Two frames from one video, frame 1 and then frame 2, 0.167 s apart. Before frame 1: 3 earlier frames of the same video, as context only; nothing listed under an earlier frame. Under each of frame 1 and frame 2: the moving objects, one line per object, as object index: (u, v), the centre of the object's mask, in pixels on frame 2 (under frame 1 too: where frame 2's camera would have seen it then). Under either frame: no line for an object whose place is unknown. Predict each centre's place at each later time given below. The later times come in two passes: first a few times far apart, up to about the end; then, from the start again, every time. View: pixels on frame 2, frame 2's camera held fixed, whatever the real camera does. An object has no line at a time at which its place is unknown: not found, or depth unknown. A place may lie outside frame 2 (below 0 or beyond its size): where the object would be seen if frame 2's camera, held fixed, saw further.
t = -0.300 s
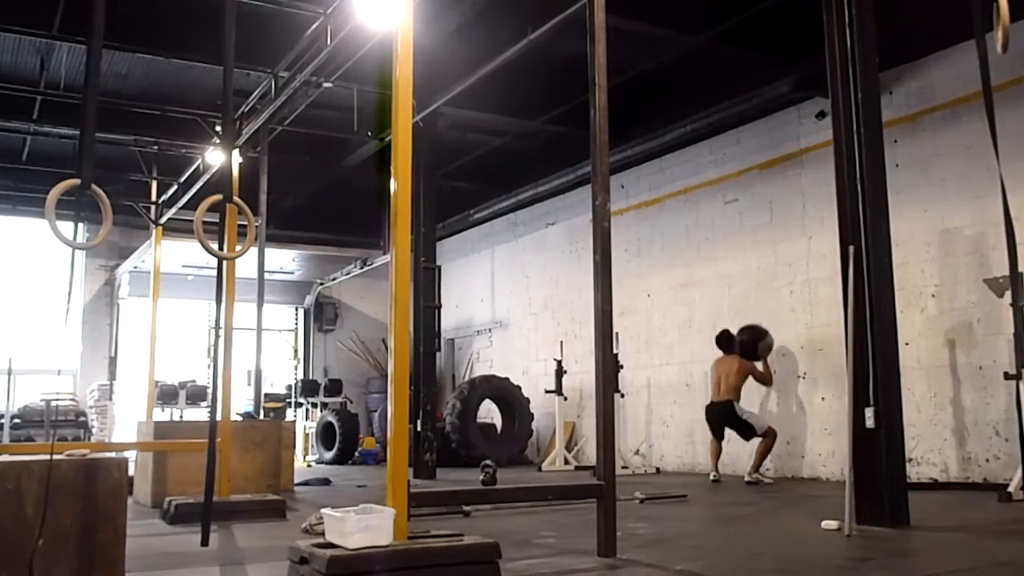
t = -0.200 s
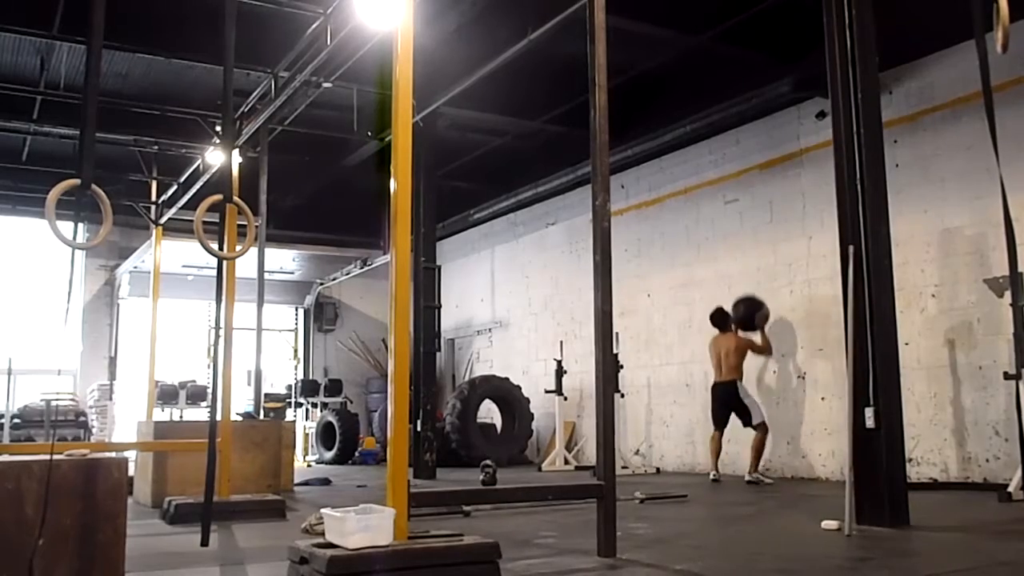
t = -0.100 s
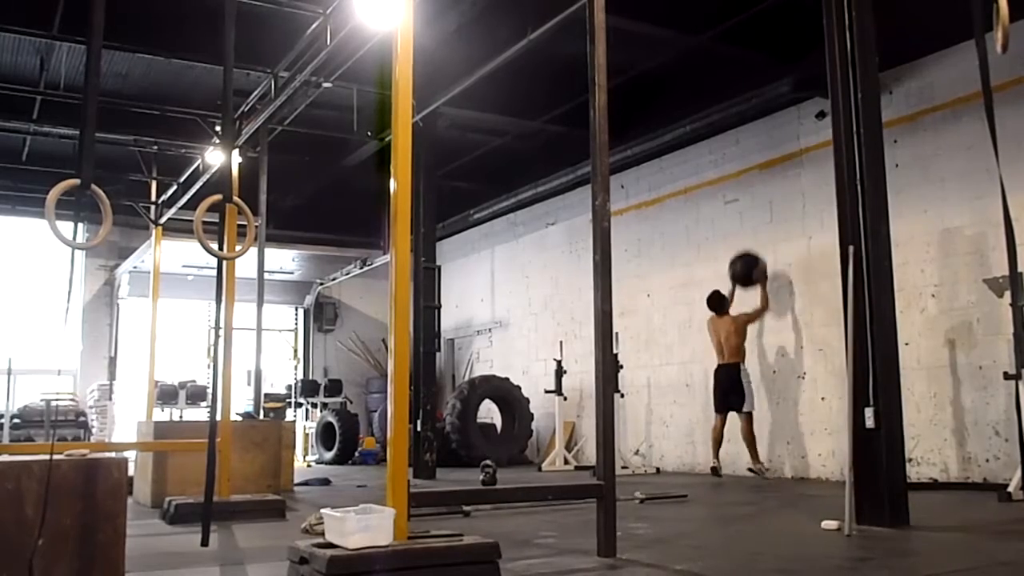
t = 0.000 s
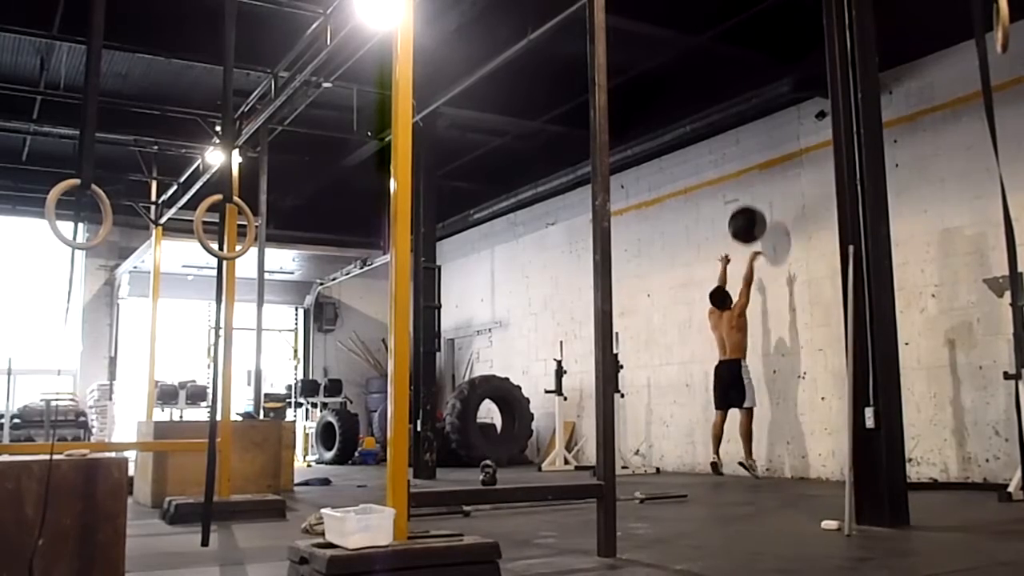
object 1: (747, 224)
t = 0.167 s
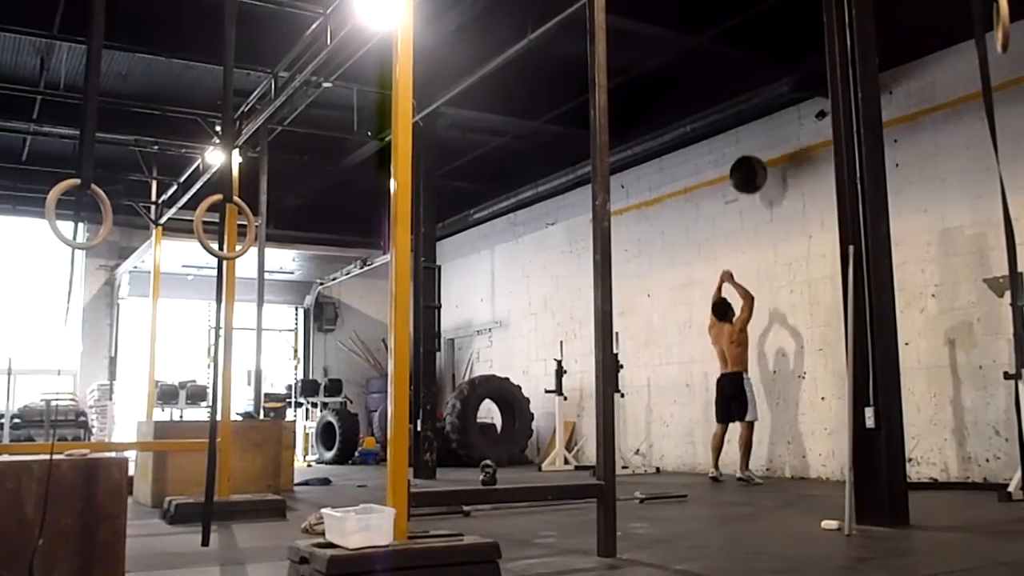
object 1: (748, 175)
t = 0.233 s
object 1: (749, 163)
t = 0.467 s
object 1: (754, 156)
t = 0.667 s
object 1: (759, 190)
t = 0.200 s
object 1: (748, 168)
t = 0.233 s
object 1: (749, 163)
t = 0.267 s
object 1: (750, 158)
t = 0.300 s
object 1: (750, 155)
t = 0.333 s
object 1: (751, 153)
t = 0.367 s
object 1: (751, 152)
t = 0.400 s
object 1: (752, 152)
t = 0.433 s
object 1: (753, 153)
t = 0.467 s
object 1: (754, 156)
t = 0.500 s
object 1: (755, 159)
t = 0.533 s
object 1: (756, 164)
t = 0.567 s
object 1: (758, 169)
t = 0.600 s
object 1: (759, 176)
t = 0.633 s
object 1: (759, 183)
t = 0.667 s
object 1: (759, 190)
